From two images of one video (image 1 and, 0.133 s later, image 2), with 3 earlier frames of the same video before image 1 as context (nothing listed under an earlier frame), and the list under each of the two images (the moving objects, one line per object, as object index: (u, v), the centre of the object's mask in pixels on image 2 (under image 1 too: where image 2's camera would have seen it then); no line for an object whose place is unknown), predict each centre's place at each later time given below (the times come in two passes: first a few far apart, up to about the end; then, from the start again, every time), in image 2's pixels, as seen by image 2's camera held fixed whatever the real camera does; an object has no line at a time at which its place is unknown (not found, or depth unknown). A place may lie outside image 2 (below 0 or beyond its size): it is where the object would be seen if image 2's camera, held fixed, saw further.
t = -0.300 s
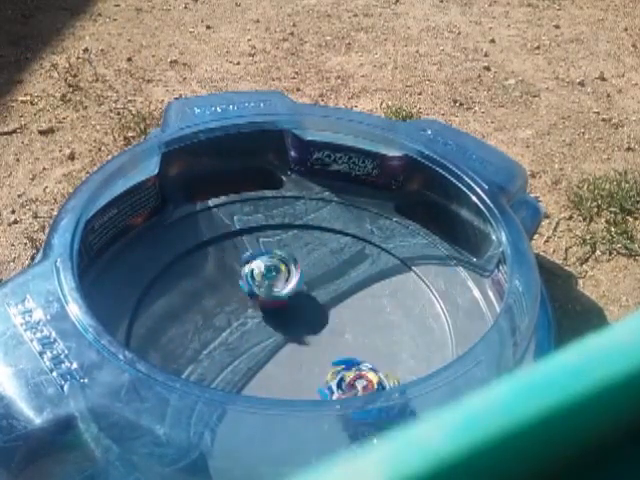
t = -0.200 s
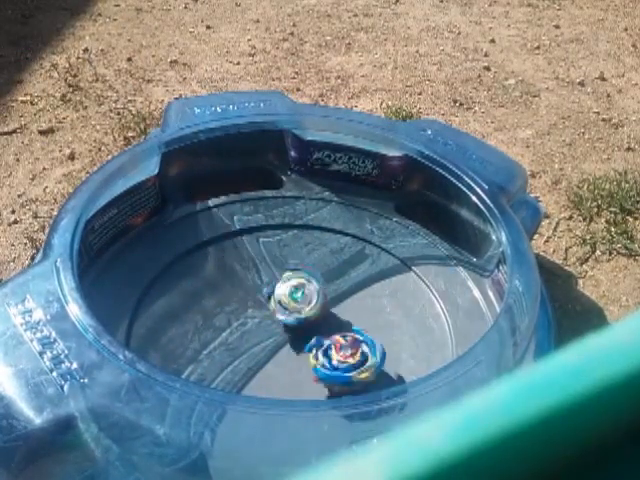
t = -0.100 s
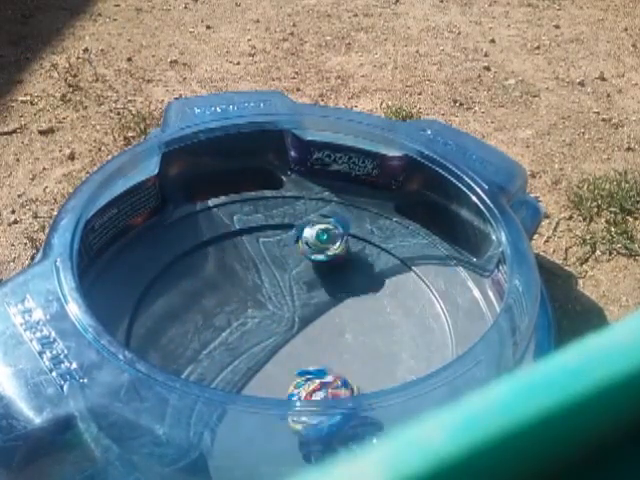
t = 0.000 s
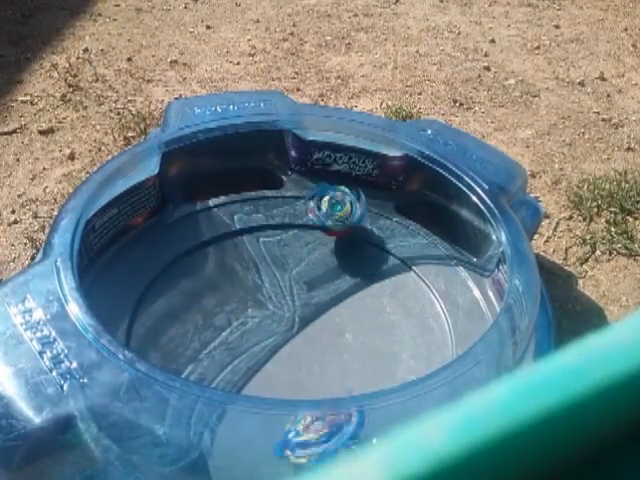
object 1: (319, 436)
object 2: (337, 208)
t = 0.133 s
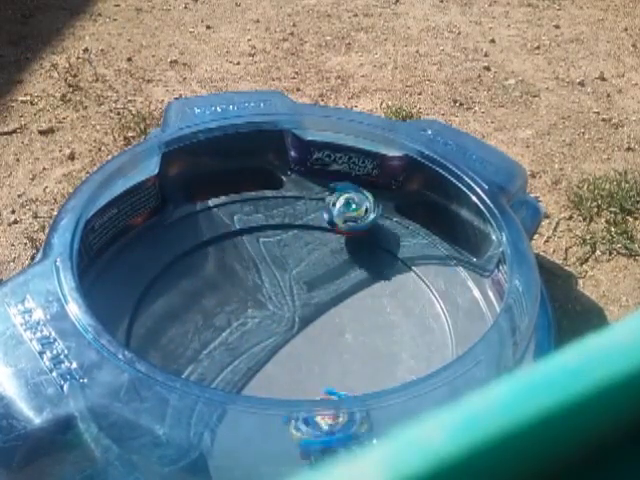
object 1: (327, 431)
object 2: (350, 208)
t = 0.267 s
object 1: (292, 430)
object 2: (366, 215)
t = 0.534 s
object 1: (227, 370)
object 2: (360, 284)
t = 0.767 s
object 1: (205, 322)
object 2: (368, 375)
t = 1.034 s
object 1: (219, 274)
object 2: (367, 422)
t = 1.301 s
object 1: (279, 264)
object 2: (320, 430)
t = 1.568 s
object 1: (344, 279)
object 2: (261, 369)
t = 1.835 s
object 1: (396, 313)
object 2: (210, 309)
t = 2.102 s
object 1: (395, 356)
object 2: (212, 284)
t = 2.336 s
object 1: (345, 378)
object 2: (260, 284)
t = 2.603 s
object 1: (269, 378)
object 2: (342, 295)
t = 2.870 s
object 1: (220, 351)
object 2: (394, 312)
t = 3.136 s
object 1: (222, 307)
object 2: (390, 339)
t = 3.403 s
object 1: (267, 281)
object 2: (337, 378)
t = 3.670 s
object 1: (324, 281)
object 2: (282, 384)
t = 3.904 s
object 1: (365, 302)
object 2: (254, 370)
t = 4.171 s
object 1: (380, 344)
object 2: (248, 324)
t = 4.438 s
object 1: (348, 376)
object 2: (266, 290)
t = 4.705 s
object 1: (291, 378)
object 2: (302, 288)
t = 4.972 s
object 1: (250, 348)
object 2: (342, 315)
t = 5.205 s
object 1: (246, 311)
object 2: (354, 343)
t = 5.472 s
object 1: (275, 285)
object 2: (338, 371)
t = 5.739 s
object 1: (320, 289)
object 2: (301, 374)
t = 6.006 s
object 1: (351, 320)
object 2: (264, 349)
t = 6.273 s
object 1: (350, 361)
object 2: (259, 315)
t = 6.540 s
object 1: (314, 376)
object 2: (279, 299)
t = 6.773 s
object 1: (276, 365)
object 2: (312, 305)
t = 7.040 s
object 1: (260, 327)
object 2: (350, 332)
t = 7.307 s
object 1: (277, 296)
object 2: (355, 355)
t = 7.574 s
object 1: (315, 292)
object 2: (320, 364)
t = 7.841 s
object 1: (343, 320)
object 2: (267, 354)
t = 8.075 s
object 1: (344, 349)
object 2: (245, 338)
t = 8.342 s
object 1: (307, 368)
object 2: (266, 317)
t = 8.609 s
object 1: (269, 366)
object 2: (303, 296)
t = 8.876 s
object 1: (270, 341)
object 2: (339, 308)
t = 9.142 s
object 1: (265, 316)
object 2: (368, 344)
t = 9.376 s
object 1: (278, 308)
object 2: (347, 373)
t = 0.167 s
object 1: (323, 432)
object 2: (354, 209)
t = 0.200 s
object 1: (315, 430)
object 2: (359, 209)
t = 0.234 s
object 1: (304, 432)
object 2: (361, 212)
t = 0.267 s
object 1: (292, 430)
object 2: (366, 215)
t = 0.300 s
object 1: (281, 421)
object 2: (371, 219)
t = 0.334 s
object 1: (272, 417)
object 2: (374, 224)
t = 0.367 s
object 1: (266, 406)
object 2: (376, 230)
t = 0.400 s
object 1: (259, 386)
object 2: (373, 240)
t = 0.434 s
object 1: (247, 381)
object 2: (368, 250)
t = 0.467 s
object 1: (240, 379)
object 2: (367, 258)
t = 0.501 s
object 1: (235, 375)
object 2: (365, 270)
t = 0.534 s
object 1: (227, 370)
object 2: (360, 284)
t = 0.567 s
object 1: (222, 366)
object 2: (359, 295)
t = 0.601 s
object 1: (219, 361)
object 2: (358, 310)
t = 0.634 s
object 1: (214, 353)
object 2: (357, 324)
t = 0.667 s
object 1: (209, 345)
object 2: (359, 340)
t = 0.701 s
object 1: (208, 338)
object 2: (361, 357)
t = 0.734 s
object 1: (206, 329)
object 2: (363, 368)
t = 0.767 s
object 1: (205, 322)
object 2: (368, 375)
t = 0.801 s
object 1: (205, 315)
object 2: (377, 392)
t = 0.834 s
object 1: (204, 307)
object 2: (381, 406)
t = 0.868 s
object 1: (205, 302)
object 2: (384, 418)
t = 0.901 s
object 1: (206, 295)
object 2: (386, 411)
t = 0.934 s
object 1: (207, 289)
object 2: (377, 420)
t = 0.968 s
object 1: (212, 284)
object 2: (375, 421)
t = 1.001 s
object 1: (215, 277)
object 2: (370, 422)
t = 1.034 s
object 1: (219, 274)
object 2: (367, 422)
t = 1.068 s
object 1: (226, 271)
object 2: (362, 424)
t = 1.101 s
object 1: (231, 267)
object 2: (359, 424)
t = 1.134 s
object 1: (239, 266)
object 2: (352, 426)
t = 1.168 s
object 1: (245, 264)
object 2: (348, 427)
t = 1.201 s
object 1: (253, 264)
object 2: (340, 429)
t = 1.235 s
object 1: (262, 263)
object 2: (331, 430)
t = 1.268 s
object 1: (270, 264)
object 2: (328, 431)
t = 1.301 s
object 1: (279, 264)
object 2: (320, 430)
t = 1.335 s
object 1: (286, 264)
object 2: (313, 422)
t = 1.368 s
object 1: (296, 266)
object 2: (305, 414)
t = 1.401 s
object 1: (304, 267)
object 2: (299, 412)
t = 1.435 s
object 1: (313, 269)
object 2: (290, 395)
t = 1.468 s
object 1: (322, 271)
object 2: (283, 384)
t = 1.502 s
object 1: (329, 274)
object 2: (277, 380)
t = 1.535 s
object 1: (338, 276)
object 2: (268, 375)
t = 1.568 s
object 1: (344, 279)
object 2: (261, 369)
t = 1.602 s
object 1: (354, 283)
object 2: (254, 362)
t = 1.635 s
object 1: (360, 286)
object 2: (245, 355)
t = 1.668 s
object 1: (368, 291)
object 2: (237, 345)
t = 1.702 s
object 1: (374, 294)
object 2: (229, 337)
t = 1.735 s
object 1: (381, 299)
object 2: (223, 328)
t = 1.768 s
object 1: (386, 303)
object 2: (216, 321)
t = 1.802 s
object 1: (392, 308)
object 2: (212, 315)
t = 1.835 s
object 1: (396, 313)
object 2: (210, 309)
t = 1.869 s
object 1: (400, 319)
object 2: (209, 304)
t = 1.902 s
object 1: (402, 324)
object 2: (208, 301)
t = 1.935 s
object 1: (404, 329)
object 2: (206, 297)
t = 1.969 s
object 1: (404, 336)
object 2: (206, 294)
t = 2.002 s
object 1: (403, 341)
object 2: (207, 291)
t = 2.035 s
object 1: (402, 347)
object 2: (209, 287)
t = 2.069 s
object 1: (400, 353)
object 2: (210, 285)
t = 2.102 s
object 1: (395, 356)
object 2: (212, 284)
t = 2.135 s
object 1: (391, 361)
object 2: (214, 283)
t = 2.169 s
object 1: (384, 364)
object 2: (221, 282)
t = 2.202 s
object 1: (380, 367)
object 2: (227, 282)
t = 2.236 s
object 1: (371, 371)
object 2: (233, 282)
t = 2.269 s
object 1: (364, 372)
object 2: (241, 283)
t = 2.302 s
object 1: (355, 377)
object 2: (250, 284)
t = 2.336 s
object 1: (345, 378)
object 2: (260, 284)
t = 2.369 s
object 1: (338, 380)
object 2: (271, 286)
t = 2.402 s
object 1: (327, 381)
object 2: (283, 286)
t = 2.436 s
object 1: (318, 381)
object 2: (294, 288)
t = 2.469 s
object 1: (308, 383)
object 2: (304, 290)
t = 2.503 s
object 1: (297, 383)
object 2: (313, 292)
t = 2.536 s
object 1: (289, 381)
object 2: (322, 293)
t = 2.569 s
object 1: (279, 381)
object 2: (332, 294)
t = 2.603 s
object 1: (269, 378)
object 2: (342, 295)
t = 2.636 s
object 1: (262, 376)
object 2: (351, 295)
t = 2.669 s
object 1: (255, 376)
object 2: (359, 298)
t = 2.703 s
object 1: (245, 372)
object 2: (367, 299)
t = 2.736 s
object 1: (239, 367)
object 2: (373, 303)
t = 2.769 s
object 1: (233, 365)
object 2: (379, 304)
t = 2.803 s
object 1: (227, 362)
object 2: (384, 306)
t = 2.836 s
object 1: (222, 356)
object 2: (389, 309)
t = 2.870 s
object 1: (220, 351)
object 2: (394, 312)
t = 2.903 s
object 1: (217, 346)
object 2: (397, 315)
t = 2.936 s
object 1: (215, 340)
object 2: (399, 317)
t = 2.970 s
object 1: (214, 334)
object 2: (400, 320)
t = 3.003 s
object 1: (215, 328)
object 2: (400, 322)
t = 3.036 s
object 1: (216, 323)
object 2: (399, 325)
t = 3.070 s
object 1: (217, 317)
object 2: (397, 329)
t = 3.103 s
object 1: (219, 312)
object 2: (394, 333)
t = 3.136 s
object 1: (222, 307)
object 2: (390, 339)
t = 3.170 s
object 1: (227, 303)
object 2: (384, 345)
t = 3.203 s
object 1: (231, 298)
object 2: (379, 352)
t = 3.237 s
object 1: (235, 295)
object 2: (373, 358)
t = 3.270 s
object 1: (240, 291)
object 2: (366, 363)
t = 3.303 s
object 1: (247, 288)
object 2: (358, 368)
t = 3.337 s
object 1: (255, 285)
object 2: (350, 372)
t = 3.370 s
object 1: (261, 284)
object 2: (344, 375)
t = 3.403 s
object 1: (267, 281)
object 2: (337, 378)
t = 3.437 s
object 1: (274, 280)
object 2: (330, 380)
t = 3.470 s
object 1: (282, 279)
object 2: (323, 381)
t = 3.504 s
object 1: (290, 279)
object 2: (317, 382)
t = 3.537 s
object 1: (297, 279)
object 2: (309, 383)
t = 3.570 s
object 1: (304, 279)
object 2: (301, 383)
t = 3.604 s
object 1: (311, 280)
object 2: (293, 384)
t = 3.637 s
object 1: (317, 280)
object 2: (287, 384)
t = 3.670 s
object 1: (324, 281)
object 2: (282, 384)
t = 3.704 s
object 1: (332, 283)
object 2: (278, 383)
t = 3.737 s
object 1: (339, 285)
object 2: (272, 382)
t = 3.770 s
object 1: (344, 289)
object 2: (268, 380)
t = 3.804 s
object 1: (350, 292)
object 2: (264, 377)
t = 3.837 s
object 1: (355, 295)
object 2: (261, 374)
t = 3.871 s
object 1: (360, 298)
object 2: (257, 372)
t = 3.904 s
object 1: (365, 302)
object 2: (254, 370)
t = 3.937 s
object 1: (370, 306)
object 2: (252, 366)
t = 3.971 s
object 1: (374, 312)
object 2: (250, 359)
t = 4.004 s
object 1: (376, 317)
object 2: (247, 353)
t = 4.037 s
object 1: (378, 322)
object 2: (247, 347)
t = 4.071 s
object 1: (379, 328)
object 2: (247, 340)
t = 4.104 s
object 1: (380, 333)
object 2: (247, 335)
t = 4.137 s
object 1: (380, 339)
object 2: (249, 328)
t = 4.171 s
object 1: (380, 344)
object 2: (248, 324)
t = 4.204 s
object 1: (379, 350)
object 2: (250, 317)
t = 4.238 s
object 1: (377, 356)
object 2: (252, 312)
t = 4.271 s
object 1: (374, 360)
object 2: (253, 307)
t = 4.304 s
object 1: (370, 363)
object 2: (255, 304)
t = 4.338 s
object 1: (366, 368)
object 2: (258, 299)
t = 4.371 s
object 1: (360, 371)
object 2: (260, 297)
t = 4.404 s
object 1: (355, 374)
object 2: (265, 293)
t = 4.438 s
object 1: (348, 376)
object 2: (266, 290)
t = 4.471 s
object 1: (342, 378)
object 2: (272, 289)
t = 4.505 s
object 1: (335, 379)
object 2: (276, 287)
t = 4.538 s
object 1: (328, 380)
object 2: (278, 286)
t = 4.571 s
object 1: (320, 381)
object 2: (284, 286)
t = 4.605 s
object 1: (313, 380)
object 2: (287, 285)
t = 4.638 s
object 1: (306, 380)
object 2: (293, 285)
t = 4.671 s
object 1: (298, 379)
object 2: (297, 286)
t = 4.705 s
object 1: (291, 378)
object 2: (302, 288)
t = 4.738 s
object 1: (284, 376)
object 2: (307, 289)
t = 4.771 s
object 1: (278, 374)
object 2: (309, 292)
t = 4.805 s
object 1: (272, 371)
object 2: (317, 295)
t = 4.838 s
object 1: (267, 366)
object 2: (321, 297)
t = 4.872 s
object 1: (262, 362)
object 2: (329, 303)
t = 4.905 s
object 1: (256, 359)
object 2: (333, 305)
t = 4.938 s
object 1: (252, 354)
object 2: (338, 310)
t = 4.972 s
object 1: (250, 348)
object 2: (342, 315)
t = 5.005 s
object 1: (247, 343)
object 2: (345, 319)
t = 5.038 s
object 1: (244, 336)
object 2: (347, 322)
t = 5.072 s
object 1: (243, 331)
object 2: (350, 325)
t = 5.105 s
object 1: (243, 327)
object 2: (351, 328)
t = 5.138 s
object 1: (243, 321)
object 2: (353, 333)
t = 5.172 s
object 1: (245, 316)
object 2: (353, 339)
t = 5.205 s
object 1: (246, 311)
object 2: (354, 343)
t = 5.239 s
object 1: (248, 307)
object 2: (353, 349)
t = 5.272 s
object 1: (251, 302)
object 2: (353, 352)
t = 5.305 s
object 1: (253, 298)
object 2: (351, 357)
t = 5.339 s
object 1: (256, 294)
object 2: (349, 360)
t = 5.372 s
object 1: (261, 290)
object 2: (346, 365)
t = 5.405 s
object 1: (264, 288)
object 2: (343, 368)
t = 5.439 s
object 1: (271, 287)
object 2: (342, 369)
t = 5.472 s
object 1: (275, 285)
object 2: (338, 371)
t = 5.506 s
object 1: (280, 283)
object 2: (333, 372)
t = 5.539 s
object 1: (287, 282)
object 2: (329, 374)
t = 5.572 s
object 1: (292, 283)
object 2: (324, 376)
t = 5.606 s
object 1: (297, 283)
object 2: (321, 375)
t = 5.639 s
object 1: (303, 284)
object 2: (316, 376)
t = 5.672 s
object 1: (308, 285)
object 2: (309, 377)
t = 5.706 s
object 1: (315, 288)
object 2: (306, 374)
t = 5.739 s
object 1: (320, 289)
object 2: (301, 374)
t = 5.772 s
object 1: (325, 292)
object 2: (294, 373)
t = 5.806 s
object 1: (331, 294)
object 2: (290, 371)
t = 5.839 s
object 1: (335, 298)
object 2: (285, 368)
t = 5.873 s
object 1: (340, 303)
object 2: (280, 365)
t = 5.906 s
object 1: (343, 307)
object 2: (274, 362)
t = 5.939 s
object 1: (347, 313)
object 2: (271, 356)
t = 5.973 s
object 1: (349, 316)
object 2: (267, 352)
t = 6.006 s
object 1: (351, 320)
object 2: (264, 349)
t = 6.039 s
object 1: (354, 324)
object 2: (260, 343)
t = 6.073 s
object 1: (355, 330)
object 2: (259, 338)
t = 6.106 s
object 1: (356, 336)
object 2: (258, 334)
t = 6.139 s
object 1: (357, 341)
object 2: (256, 330)
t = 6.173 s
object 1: (356, 346)
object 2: (255, 326)
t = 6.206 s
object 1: (354, 351)
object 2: (255, 321)
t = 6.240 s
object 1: (353, 356)
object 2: (257, 317)
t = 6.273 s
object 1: (350, 361)
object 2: (259, 315)
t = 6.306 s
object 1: (347, 363)
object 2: (259, 311)
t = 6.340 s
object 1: (343, 367)
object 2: (259, 309)
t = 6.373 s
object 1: (340, 370)
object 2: (260, 306)
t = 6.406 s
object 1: (335, 373)
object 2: (266, 303)
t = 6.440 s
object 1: (330, 373)
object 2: (269, 300)
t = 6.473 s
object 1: (324, 375)
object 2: (273, 300)
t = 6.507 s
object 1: (318, 377)
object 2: (276, 299)
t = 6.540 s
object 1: (314, 376)
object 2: (279, 299)
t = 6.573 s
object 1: (307, 375)
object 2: (282, 300)
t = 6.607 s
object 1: (301, 375)
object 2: (288, 298)
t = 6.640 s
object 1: (296, 374)
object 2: (294, 298)
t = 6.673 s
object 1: (291, 372)
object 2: (298, 300)
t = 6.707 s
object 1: (284, 370)
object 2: (303, 303)
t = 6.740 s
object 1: (280, 368)
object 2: (308, 304)
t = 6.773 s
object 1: (276, 365)
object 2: (312, 305)
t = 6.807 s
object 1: (272, 362)
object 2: (316, 308)
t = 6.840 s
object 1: (270, 358)
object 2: (322, 313)
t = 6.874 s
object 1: (266, 352)
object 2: (327, 315)
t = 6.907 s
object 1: (263, 346)
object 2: (331, 318)
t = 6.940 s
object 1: (262, 342)
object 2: (336, 324)
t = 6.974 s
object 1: (261, 337)
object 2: (343, 327)
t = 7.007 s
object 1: (260, 331)
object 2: (347, 329)
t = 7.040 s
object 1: (260, 327)
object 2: (350, 332)
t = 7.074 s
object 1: (260, 322)
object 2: (353, 335)
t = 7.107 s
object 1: (262, 318)
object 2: (355, 338)
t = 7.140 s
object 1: (264, 313)
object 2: (356, 341)
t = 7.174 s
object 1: (265, 309)
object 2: (358, 344)
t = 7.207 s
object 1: (269, 305)
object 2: (358, 346)
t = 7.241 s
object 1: (270, 301)
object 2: (358, 350)
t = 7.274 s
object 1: (275, 298)
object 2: (357, 353)
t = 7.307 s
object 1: (277, 296)
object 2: (355, 355)
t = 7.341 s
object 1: (282, 293)
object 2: (352, 356)
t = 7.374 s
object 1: (286, 292)
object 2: (349, 359)
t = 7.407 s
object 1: (291, 290)
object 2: (346, 360)
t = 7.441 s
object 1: (296, 290)
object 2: (341, 361)
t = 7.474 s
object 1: (301, 290)
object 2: (337, 363)
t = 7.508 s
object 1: (306, 290)
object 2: (332, 363)
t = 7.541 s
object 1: (310, 291)
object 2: (326, 363)
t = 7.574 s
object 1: (315, 292)
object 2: (320, 364)
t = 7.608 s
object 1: (320, 294)
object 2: (313, 362)
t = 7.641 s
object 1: (324, 296)
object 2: (306, 361)
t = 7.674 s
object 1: (329, 300)
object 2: (301, 360)
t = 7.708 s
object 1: (331, 303)
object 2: (295, 358)
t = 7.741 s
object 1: (335, 307)
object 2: (288, 357)
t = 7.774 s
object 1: (338, 311)
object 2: (282, 357)
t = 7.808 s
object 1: (340, 317)
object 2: (273, 355)
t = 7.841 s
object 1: (343, 320)
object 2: (267, 354)
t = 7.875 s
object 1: (346, 322)
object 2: (262, 351)
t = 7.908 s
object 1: (348, 327)
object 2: (257, 349)
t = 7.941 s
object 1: (348, 330)
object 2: (253, 347)
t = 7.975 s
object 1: (349, 335)
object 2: (250, 345)
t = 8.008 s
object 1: (347, 340)
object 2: (246, 342)
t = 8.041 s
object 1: (346, 344)
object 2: (245, 341)
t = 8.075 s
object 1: (344, 349)
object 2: (245, 338)
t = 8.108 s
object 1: (342, 352)
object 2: (246, 335)
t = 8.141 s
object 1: (337, 357)
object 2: (248, 332)
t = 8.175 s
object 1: (334, 360)
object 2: (248, 329)
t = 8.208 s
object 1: (329, 362)
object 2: (249, 328)
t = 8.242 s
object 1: (324, 365)
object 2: (252, 323)
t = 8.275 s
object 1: (317, 366)
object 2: (257, 322)
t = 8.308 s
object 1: (314, 367)
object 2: (263, 320)
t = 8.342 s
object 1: (307, 368)
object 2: (266, 317)
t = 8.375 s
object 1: (302, 368)
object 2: (269, 314)
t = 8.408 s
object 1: (294, 369)
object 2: (274, 311)
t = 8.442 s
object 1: (291, 369)
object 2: (281, 307)
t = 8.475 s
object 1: (285, 370)
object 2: (285, 304)
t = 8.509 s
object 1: (281, 370)
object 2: (286, 299)
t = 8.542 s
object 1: (276, 368)
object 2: (293, 300)
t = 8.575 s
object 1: (273, 368)
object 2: (298, 298)
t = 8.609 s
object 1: (269, 366)
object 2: (303, 296)
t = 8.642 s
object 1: (267, 365)
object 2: (307, 296)
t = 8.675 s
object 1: (264, 363)
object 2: (314, 296)
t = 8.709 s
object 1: (265, 360)
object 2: (318, 294)
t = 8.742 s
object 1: (263, 358)
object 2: (323, 297)
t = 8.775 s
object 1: (264, 353)
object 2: (329, 300)
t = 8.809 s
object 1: (267, 350)
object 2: (333, 301)
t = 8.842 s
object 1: (267, 346)
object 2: (336, 305)
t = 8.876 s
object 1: (270, 341)
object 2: (339, 308)
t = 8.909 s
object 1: (273, 339)
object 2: (343, 313)
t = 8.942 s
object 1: (273, 334)
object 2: (345, 317)
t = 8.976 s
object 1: (269, 331)
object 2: (353, 322)
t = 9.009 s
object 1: (269, 328)
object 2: (355, 324)
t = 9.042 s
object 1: (267, 325)
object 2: (362, 329)
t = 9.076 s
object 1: (265, 321)
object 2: (364, 334)
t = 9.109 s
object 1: (266, 319)
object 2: (367, 341)
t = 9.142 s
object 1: (265, 316)
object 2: (368, 344)
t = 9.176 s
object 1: (267, 313)
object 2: (369, 350)
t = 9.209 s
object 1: (268, 311)
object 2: (367, 355)
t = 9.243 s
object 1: (269, 309)
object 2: (367, 361)
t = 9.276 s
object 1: (270, 309)
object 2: (362, 365)
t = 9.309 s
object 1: (273, 308)
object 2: (358, 368)
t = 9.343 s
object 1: (277, 308)
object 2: (353, 370)
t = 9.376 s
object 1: (278, 308)
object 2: (347, 373)
